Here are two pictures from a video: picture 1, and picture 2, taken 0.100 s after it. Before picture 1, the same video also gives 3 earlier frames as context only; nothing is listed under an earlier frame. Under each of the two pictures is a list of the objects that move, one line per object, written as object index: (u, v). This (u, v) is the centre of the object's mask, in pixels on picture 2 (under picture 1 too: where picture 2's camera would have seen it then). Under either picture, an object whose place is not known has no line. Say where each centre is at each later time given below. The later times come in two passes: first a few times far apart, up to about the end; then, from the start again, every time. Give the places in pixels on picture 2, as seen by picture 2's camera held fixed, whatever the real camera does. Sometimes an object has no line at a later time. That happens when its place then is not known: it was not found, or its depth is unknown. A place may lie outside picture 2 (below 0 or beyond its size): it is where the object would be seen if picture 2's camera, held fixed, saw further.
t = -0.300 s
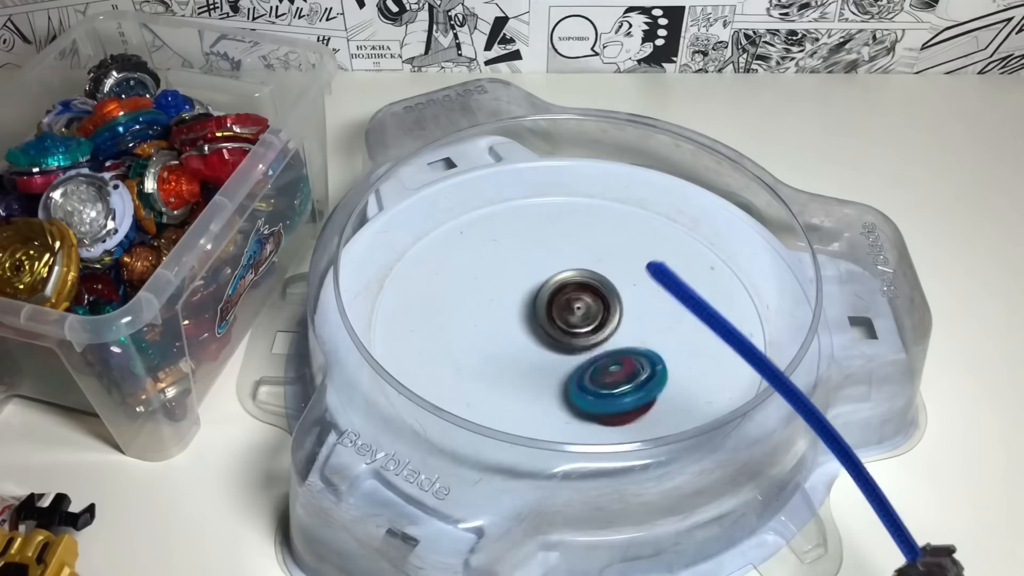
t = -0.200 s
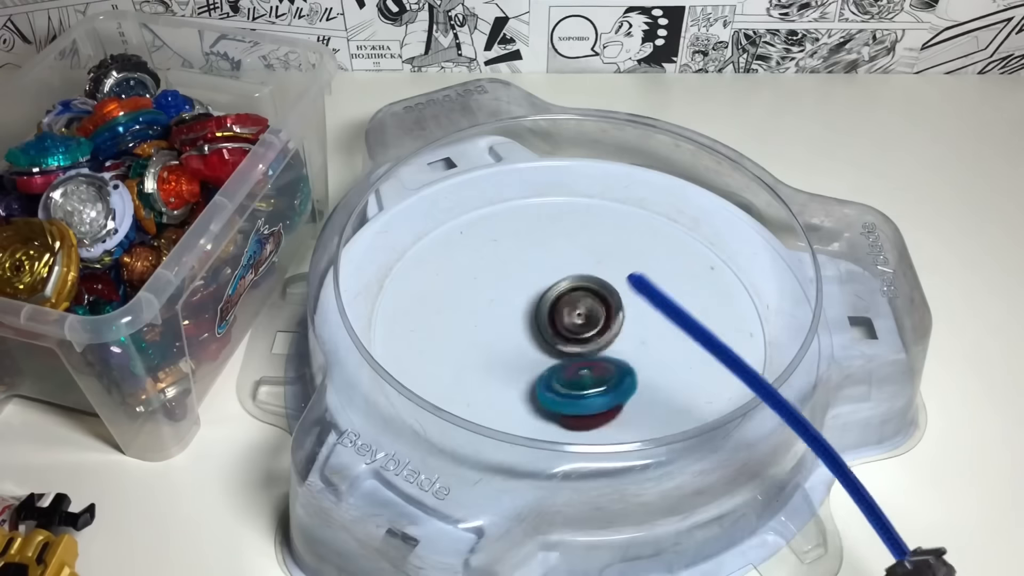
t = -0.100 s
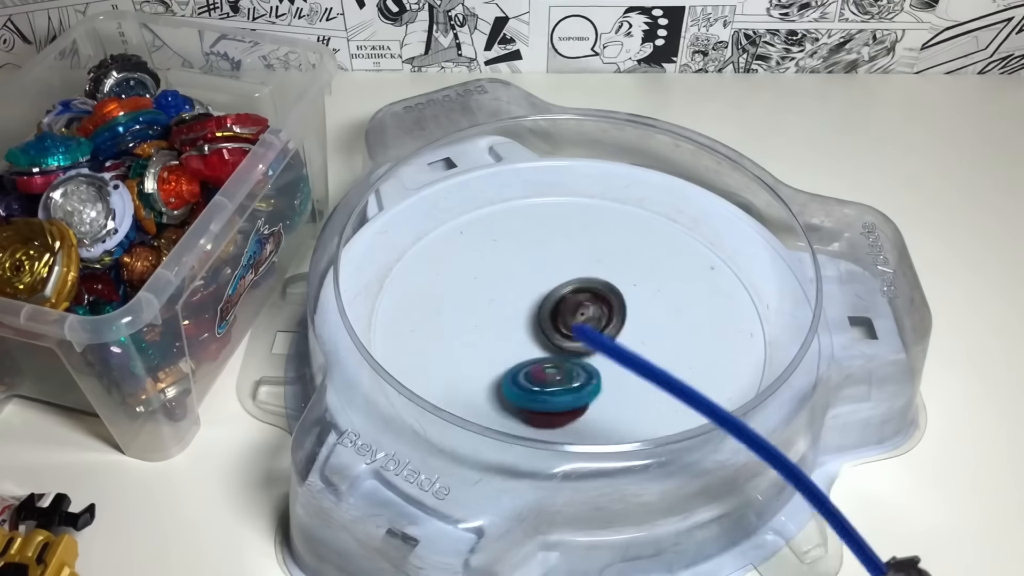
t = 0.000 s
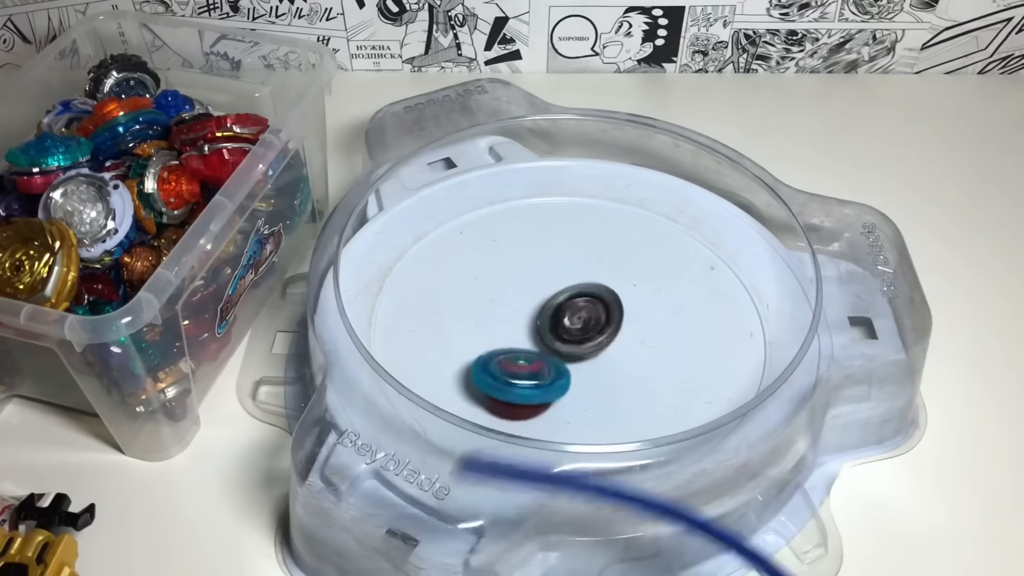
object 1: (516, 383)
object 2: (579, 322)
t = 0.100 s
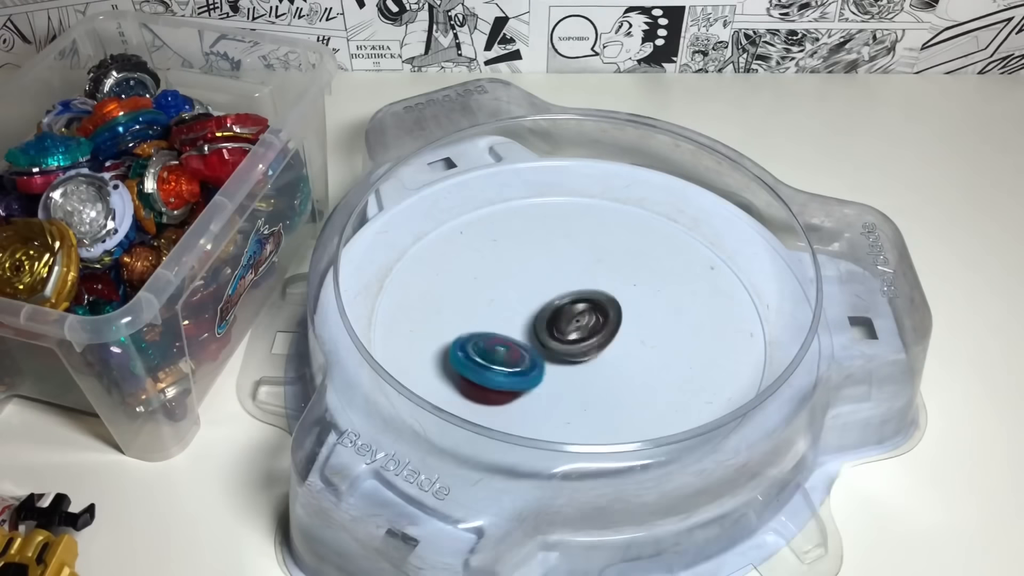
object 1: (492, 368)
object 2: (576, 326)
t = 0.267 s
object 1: (471, 332)
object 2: (570, 330)
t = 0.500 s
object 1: (481, 284)
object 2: (561, 329)
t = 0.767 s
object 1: (551, 252)
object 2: (546, 322)
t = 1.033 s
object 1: (636, 266)
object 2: (537, 311)
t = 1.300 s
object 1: (671, 327)
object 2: (555, 303)
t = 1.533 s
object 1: (638, 384)
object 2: (578, 304)
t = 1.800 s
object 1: (540, 395)
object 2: (593, 320)
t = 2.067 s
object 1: (470, 342)
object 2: (587, 343)
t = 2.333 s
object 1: (485, 277)
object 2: (561, 346)
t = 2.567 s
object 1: (549, 252)
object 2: (543, 331)
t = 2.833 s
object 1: (632, 272)
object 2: (545, 309)
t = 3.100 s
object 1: (664, 334)
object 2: (568, 296)
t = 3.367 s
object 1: (608, 389)
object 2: (590, 305)
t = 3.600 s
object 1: (524, 383)
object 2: (596, 325)
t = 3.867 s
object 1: (481, 323)
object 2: (579, 342)
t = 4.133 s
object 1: (522, 269)
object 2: (547, 337)
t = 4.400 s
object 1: (602, 267)
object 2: (537, 314)
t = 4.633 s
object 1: (646, 310)
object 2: (554, 298)
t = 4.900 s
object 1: (622, 371)
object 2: (585, 299)
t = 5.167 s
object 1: (534, 378)
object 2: (600, 322)
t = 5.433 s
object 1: (489, 323)
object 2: (582, 344)
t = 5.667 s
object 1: (521, 276)
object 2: (551, 343)
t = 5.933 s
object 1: (597, 273)
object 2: (535, 321)
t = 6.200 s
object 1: (641, 321)
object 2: (554, 300)
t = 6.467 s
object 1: (602, 374)
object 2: (587, 300)
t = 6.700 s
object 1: (529, 369)
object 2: (600, 319)
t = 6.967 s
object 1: (502, 312)
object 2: (583, 341)
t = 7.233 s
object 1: (551, 274)
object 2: (544, 342)
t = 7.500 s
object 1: (615, 298)
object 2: (531, 321)
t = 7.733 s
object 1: (620, 346)
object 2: (549, 303)
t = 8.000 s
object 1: (556, 366)
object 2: (579, 291)
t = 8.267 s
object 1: (519, 321)
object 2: (601, 310)
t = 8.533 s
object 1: (557, 286)
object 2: (605, 342)
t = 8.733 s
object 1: (610, 291)
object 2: (564, 364)
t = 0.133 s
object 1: (486, 361)
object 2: (574, 328)
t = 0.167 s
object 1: (481, 354)
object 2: (571, 329)
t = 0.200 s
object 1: (477, 347)
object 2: (570, 330)
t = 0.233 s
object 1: (475, 340)
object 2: (569, 330)
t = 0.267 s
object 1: (471, 332)
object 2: (570, 330)
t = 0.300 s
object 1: (468, 324)
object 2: (571, 331)
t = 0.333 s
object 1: (466, 316)
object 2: (571, 331)
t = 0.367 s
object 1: (467, 309)
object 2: (568, 332)
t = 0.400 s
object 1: (468, 302)
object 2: (567, 331)
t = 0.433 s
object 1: (471, 295)
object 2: (565, 329)
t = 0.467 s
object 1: (475, 289)
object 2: (563, 329)
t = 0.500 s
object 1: (481, 284)
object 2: (561, 329)
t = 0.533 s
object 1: (489, 279)
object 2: (558, 328)
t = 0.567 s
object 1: (496, 274)
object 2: (557, 326)
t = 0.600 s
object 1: (503, 268)
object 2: (559, 326)
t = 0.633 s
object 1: (510, 264)
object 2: (560, 326)
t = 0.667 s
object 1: (519, 260)
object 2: (558, 325)
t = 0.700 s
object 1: (529, 256)
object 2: (555, 322)
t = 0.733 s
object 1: (539, 254)
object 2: (550, 322)
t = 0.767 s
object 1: (551, 252)
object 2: (546, 322)
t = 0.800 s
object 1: (563, 251)
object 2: (543, 320)
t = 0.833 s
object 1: (575, 251)
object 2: (540, 319)
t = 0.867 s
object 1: (586, 251)
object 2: (536, 317)
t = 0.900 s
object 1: (597, 253)
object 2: (536, 316)
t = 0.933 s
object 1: (607, 255)
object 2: (536, 315)
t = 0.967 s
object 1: (618, 258)
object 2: (536, 313)
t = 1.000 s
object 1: (627, 262)
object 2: (535, 312)
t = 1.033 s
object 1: (636, 266)
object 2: (537, 311)
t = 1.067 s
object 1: (644, 272)
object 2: (539, 310)
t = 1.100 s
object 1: (651, 278)
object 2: (541, 308)
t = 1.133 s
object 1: (657, 285)
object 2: (541, 306)
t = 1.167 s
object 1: (661, 293)
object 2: (544, 306)
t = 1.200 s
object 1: (666, 301)
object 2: (548, 305)
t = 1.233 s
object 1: (668, 309)
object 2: (550, 304)
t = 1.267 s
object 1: (669, 318)
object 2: (552, 302)
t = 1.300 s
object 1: (671, 327)
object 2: (555, 303)
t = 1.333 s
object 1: (670, 336)
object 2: (560, 303)
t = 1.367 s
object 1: (668, 345)
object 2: (563, 302)
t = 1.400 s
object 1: (665, 354)
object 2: (565, 301)
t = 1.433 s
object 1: (660, 363)
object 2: (568, 303)
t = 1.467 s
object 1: (654, 370)
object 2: (573, 304)
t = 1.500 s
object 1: (646, 377)
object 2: (576, 304)
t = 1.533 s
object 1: (638, 384)
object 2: (578, 304)
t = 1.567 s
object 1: (628, 389)
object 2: (581, 307)
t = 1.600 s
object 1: (617, 393)
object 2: (584, 309)
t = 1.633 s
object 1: (605, 397)
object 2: (587, 309)
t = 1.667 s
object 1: (593, 399)
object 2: (587, 311)
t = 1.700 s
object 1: (580, 400)
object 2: (589, 314)
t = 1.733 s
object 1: (566, 400)
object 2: (591, 316)
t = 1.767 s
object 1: (553, 398)
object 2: (593, 318)
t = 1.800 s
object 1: (540, 395)
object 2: (593, 320)
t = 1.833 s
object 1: (530, 392)
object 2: (594, 325)
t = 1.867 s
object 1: (516, 387)
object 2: (596, 327)
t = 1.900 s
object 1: (505, 381)
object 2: (596, 330)
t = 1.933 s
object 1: (496, 374)
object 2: (594, 333)
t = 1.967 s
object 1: (487, 367)
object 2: (593, 337)
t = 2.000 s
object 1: (480, 360)
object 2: (593, 339)
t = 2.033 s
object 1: (474, 351)
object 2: (591, 341)
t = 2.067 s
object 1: (470, 342)
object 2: (587, 343)
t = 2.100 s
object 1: (467, 333)
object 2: (586, 345)
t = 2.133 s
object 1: (466, 325)
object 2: (583, 346)
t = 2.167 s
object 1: (465, 316)
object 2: (580, 347)
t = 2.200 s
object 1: (467, 307)
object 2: (575, 348)
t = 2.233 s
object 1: (469, 299)
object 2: (573, 348)
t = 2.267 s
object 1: (474, 291)
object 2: (570, 348)
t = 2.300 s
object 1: (479, 284)
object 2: (565, 347)
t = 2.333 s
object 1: (485, 277)
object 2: (561, 346)
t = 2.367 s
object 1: (492, 272)
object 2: (559, 345)
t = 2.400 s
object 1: (500, 266)
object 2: (556, 343)
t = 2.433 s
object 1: (509, 262)
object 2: (551, 341)
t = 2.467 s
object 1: (519, 258)
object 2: (550, 339)
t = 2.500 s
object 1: (528, 255)
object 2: (548, 336)
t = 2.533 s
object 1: (539, 253)
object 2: (545, 333)
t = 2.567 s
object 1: (549, 252)
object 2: (543, 331)
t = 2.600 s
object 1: (560, 251)
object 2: (543, 328)
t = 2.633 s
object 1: (571, 252)
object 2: (542, 326)
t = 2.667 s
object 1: (582, 253)
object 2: (540, 322)
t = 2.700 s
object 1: (593, 255)
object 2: (541, 320)
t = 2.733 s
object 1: (603, 258)
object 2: (542, 317)
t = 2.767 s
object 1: (613, 262)
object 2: (542, 313)
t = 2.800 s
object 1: (623, 266)
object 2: (542, 311)
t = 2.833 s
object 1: (632, 272)
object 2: (545, 309)
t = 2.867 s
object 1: (640, 278)
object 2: (547, 306)
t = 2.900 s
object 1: (648, 285)
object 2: (548, 303)
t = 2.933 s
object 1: (653, 292)
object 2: (551, 303)
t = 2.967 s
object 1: (658, 300)
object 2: (555, 301)
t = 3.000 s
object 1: (661, 309)
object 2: (557, 298)
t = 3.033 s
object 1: (664, 317)
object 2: (560, 298)
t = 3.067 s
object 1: (664, 325)
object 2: (564, 297)
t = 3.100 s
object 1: (664, 334)
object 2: (568, 296)
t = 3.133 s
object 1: (662, 343)
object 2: (569, 296)
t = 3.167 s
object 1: (658, 351)
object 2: (574, 297)
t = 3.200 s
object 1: (653, 359)
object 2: (577, 297)
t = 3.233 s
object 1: (647, 367)
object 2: (579, 297)
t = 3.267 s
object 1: (639, 373)
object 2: (583, 300)
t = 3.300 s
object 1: (630, 379)
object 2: (587, 301)
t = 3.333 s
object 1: (619, 385)
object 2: (589, 301)
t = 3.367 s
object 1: (608, 389)
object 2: (590, 305)
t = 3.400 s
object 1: (596, 391)
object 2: (594, 307)
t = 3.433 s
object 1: (583, 393)
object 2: (596, 309)
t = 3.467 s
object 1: (571, 394)
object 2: (595, 312)
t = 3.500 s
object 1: (558, 392)
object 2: (597, 316)
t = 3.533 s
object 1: (546, 390)
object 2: (598, 318)
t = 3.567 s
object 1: (535, 387)
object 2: (597, 321)
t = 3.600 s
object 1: (524, 383)
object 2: (596, 325)
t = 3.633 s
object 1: (515, 377)
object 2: (597, 327)
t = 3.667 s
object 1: (506, 371)
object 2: (595, 330)
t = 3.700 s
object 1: (498, 364)
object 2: (592, 334)
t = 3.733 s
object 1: (492, 356)
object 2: (591, 336)
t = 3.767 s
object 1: (487, 348)
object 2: (589, 337)
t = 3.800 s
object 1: (484, 340)
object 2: (584, 340)
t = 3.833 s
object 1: (482, 331)
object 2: (582, 341)
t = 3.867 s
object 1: (481, 323)
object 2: (579, 342)
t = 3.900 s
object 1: (482, 315)
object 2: (574, 343)
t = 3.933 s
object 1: (484, 307)
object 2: (570, 343)
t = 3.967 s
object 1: (490, 299)
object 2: (567, 343)
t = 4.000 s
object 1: (494, 292)
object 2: (562, 343)
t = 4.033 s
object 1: (499, 285)
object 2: (558, 342)
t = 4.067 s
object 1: (506, 279)
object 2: (555, 341)
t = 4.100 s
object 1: (513, 274)
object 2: (550, 339)
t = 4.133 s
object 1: (522, 269)
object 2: (547, 337)
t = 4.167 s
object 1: (531, 265)
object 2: (544, 335)
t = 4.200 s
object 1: (541, 263)
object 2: (541, 332)
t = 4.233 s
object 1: (551, 261)
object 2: (539, 330)
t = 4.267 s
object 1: (562, 260)
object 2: (538, 326)
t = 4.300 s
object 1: (572, 260)
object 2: (537, 323)
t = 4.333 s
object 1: (582, 262)
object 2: (535, 320)
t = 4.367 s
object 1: (592, 264)
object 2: (537, 318)
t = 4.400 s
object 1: (602, 267)
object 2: (537, 314)
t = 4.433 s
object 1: (611, 272)
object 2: (537, 311)
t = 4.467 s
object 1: (619, 276)
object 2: (540, 309)
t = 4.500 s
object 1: (627, 282)
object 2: (542, 305)
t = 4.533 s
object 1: (634, 288)
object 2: (544, 303)
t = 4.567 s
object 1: (639, 295)
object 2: (548, 302)
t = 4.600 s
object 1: (643, 302)
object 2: (551, 299)
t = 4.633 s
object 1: (646, 310)
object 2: (554, 298)
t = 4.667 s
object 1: (648, 318)
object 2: (558, 298)
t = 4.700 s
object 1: (649, 326)
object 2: (562, 296)
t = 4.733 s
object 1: (648, 334)
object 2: (564, 296)
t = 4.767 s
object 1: (646, 342)
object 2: (569, 297)
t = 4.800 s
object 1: (642, 350)
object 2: (573, 296)
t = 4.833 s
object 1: (637, 357)
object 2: (576, 298)
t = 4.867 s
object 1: (630, 364)
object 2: (581, 299)
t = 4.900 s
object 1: (622, 371)
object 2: (585, 299)
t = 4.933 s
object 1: (613, 375)
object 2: (587, 302)
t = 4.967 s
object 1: (602, 380)
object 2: (591, 305)
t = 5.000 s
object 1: (591, 383)
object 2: (593, 306)
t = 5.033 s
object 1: (579, 384)
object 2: (594, 310)
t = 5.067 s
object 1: (568, 385)
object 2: (597, 313)
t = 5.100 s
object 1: (556, 384)
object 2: (598, 315)
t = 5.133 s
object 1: (545, 381)
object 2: (598, 319)
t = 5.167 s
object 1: (534, 378)
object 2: (600, 322)
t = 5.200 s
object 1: (526, 373)
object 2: (598, 325)
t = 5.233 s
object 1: (515, 368)
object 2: (597, 329)
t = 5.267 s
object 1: (507, 362)
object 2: (596, 332)
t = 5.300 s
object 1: (500, 355)
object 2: (594, 334)
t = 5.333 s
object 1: (496, 347)
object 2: (591, 338)
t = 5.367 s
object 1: (492, 340)
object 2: (589, 340)
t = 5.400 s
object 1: (490, 331)
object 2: (585, 342)
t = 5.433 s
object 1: (489, 323)
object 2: (582, 344)
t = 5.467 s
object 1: (490, 316)
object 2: (578, 345)
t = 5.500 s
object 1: (492, 308)
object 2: (572, 346)
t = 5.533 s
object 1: (496, 300)
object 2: (569, 347)
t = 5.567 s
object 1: (502, 293)
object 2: (564, 347)
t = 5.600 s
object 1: (507, 286)
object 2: (558, 346)
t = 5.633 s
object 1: (513, 281)
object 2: (555, 345)
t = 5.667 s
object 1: (521, 276)
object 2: (551, 343)
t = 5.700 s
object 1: (529, 272)
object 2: (546, 341)
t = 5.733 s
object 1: (538, 270)
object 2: (544, 339)
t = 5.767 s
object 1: (548, 267)
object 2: (541, 336)
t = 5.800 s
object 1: (558, 266)
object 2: (538, 333)
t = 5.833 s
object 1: (568, 266)
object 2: (537, 330)
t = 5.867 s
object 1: (577, 267)
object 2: (535, 326)
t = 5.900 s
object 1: (587, 269)
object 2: (535, 324)
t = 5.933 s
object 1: (597, 273)
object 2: (535, 321)
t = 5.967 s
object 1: (605, 276)
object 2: (535, 316)
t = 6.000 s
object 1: (614, 281)
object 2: (537, 315)
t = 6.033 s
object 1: (621, 286)
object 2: (539, 311)
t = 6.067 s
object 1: (627, 292)
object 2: (539, 308)
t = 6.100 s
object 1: (633, 299)
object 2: (544, 306)
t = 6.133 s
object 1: (637, 306)
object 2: (547, 303)
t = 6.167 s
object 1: (639, 314)
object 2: (549, 302)
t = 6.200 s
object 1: (641, 321)
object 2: (554, 300)
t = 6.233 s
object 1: (641, 329)
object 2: (557, 298)
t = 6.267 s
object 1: (640, 337)
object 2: (562, 298)
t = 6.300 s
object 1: (637, 344)
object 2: (567, 297)
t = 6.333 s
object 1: (633, 352)
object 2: (569, 297)
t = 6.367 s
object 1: (627, 359)
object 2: (575, 299)
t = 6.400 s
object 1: (620, 364)
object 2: (579, 298)
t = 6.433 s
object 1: (612, 370)
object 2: (582, 299)
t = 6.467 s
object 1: (602, 374)
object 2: (587, 300)
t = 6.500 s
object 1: (592, 376)
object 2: (590, 301)
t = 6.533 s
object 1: (582, 378)
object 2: (593, 305)
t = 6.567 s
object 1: (570, 379)
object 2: (596, 307)
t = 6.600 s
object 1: (559, 378)
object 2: (597, 309)
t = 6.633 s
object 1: (549, 376)
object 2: (600, 313)
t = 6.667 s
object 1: (539, 373)
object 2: (601, 316)
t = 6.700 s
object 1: (529, 369)
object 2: (600, 319)
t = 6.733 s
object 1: (521, 363)
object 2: (601, 322)
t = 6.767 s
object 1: (514, 357)
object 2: (600, 325)
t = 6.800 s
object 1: (508, 350)
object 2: (599, 329)
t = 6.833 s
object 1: (503, 343)
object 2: (597, 332)
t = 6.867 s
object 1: (500, 336)
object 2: (593, 334)
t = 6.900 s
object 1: (499, 328)
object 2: (591, 337)
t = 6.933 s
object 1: (498, 321)
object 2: (588, 339)
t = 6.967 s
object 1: (502, 312)
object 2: (583, 341)
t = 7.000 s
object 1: (504, 305)
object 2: (579, 342)
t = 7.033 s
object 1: (507, 298)
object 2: (573, 343)
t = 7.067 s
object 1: (511, 292)
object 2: (569, 344)
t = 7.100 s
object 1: (516, 286)
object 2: (564, 345)
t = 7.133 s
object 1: (525, 281)
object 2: (557, 346)
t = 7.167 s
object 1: (534, 277)
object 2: (553, 345)
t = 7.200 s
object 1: (543, 275)
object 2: (548, 343)
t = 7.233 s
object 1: (551, 274)
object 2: (544, 342)
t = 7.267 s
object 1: (560, 274)
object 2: (541, 341)
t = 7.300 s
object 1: (569, 274)
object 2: (536, 338)
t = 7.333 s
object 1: (578, 276)
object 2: (535, 336)
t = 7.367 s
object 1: (587, 279)
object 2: (533, 333)
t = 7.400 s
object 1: (595, 283)
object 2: (531, 330)
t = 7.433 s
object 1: (603, 287)
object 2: (531, 327)
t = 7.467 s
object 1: (609, 292)
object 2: (529, 323)
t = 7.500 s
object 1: (615, 298)
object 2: (531, 321)
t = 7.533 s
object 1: (619, 304)
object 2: (531, 317)
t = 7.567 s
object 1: (622, 310)
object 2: (533, 315)
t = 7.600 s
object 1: (625, 317)
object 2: (536, 312)
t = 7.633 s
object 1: (625, 324)
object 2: (538, 309)
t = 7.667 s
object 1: (625, 332)
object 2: (542, 307)
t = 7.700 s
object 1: (623, 339)
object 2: (545, 304)
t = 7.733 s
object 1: (620, 346)
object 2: (549, 303)
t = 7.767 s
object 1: (615, 352)
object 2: (553, 300)
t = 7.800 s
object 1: (610, 359)
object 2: (556, 298)
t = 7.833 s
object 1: (604, 364)
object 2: (559, 295)
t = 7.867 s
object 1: (594, 367)
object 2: (561, 293)
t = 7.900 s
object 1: (585, 369)
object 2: (567, 292)
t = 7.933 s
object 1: (575, 369)
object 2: (570, 291)
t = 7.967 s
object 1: (565, 368)
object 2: (574, 292)
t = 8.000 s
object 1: (556, 366)
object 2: (579, 291)
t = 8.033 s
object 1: (547, 362)
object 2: (581, 292)
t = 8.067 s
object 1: (540, 358)
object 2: (586, 294)
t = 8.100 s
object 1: (535, 352)
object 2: (589, 294)
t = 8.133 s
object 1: (528, 347)
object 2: (593, 298)
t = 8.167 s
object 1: (524, 340)
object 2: (595, 299)
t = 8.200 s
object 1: (521, 334)
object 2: (597, 303)
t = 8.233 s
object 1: (520, 327)
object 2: (600, 306)
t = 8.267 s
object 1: (519, 321)
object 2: (601, 310)
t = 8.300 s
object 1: (521, 314)
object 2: (606, 316)
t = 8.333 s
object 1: (522, 308)
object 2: (609, 319)
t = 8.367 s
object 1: (527, 302)
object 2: (612, 324)
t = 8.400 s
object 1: (532, 298)
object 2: (613, 327)
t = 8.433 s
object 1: (537, 294)
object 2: (611, 332)
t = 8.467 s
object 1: (543, 291)
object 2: (611, 335)
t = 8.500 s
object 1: (549, 288)
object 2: (607, 339)
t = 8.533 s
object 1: (557, 286)
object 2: (605, 342)
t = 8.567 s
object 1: (564, 285)
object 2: (600, 345)
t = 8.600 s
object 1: (572, 285)
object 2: (597, 347)
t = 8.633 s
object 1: (581, 285)
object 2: (590, 351)
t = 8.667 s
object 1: (593, 286)
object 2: (581, 358)
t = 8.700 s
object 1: (603, 287)
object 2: (572, 361)
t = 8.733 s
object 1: (610, 291)
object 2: (564, 364)
